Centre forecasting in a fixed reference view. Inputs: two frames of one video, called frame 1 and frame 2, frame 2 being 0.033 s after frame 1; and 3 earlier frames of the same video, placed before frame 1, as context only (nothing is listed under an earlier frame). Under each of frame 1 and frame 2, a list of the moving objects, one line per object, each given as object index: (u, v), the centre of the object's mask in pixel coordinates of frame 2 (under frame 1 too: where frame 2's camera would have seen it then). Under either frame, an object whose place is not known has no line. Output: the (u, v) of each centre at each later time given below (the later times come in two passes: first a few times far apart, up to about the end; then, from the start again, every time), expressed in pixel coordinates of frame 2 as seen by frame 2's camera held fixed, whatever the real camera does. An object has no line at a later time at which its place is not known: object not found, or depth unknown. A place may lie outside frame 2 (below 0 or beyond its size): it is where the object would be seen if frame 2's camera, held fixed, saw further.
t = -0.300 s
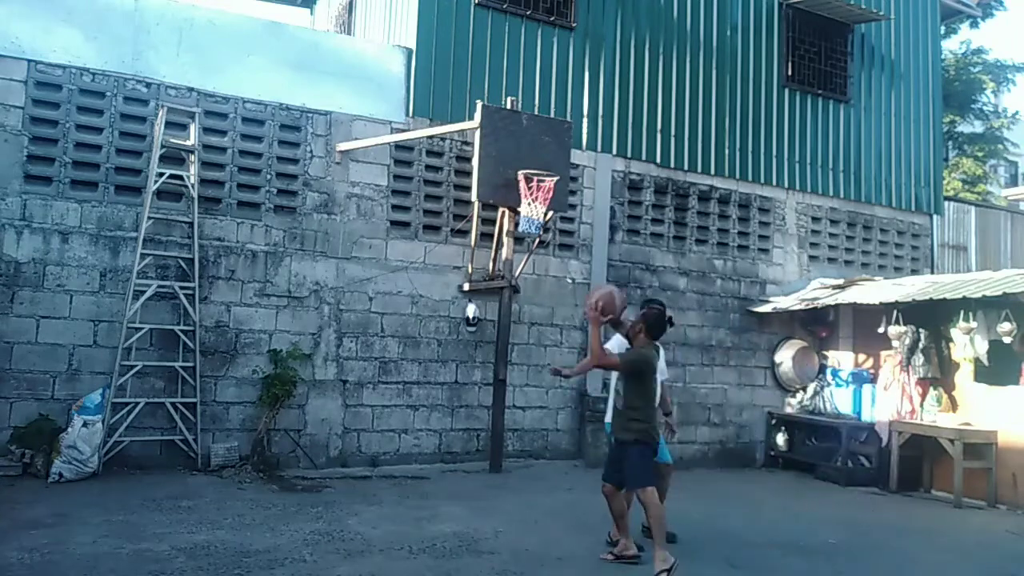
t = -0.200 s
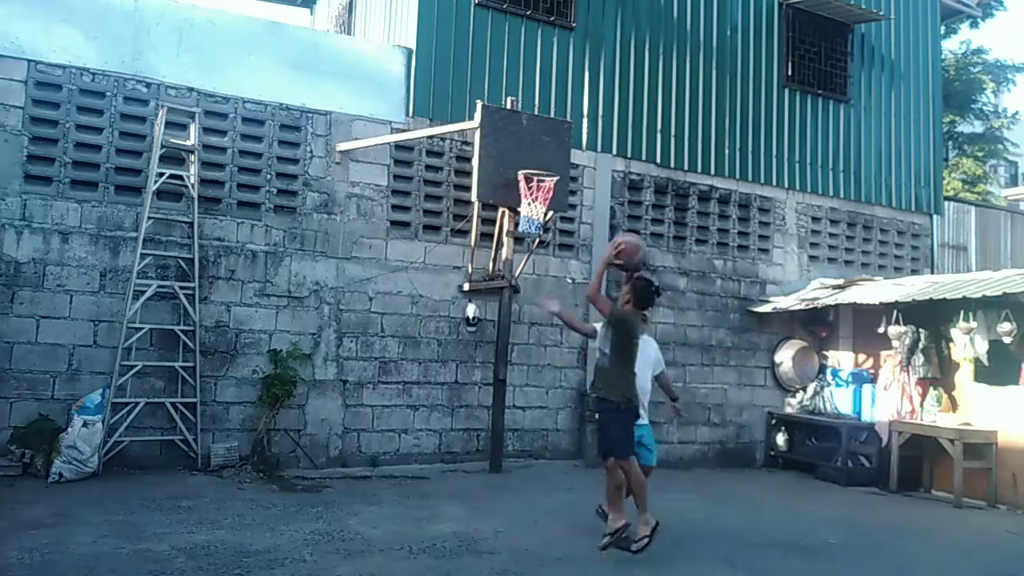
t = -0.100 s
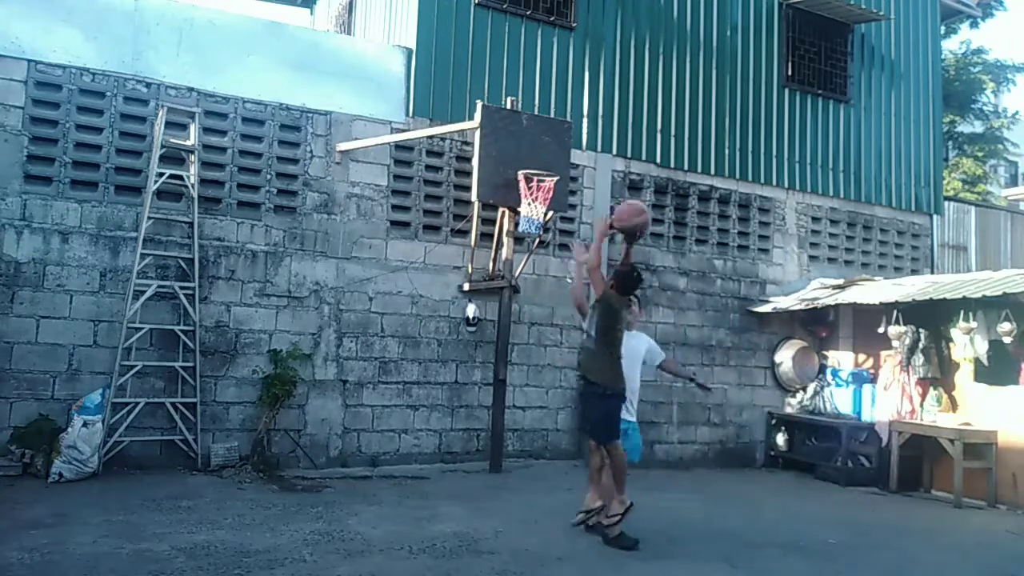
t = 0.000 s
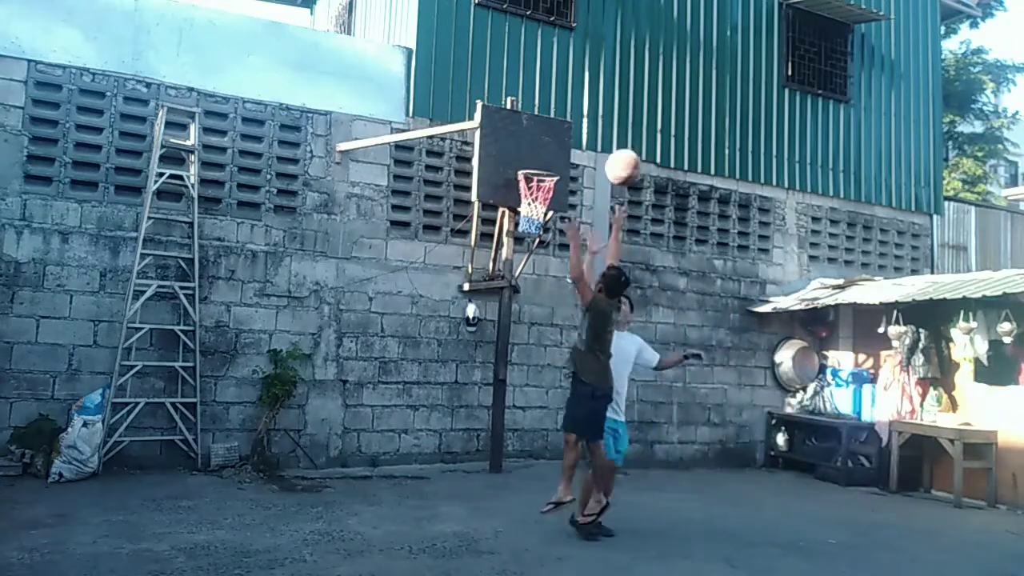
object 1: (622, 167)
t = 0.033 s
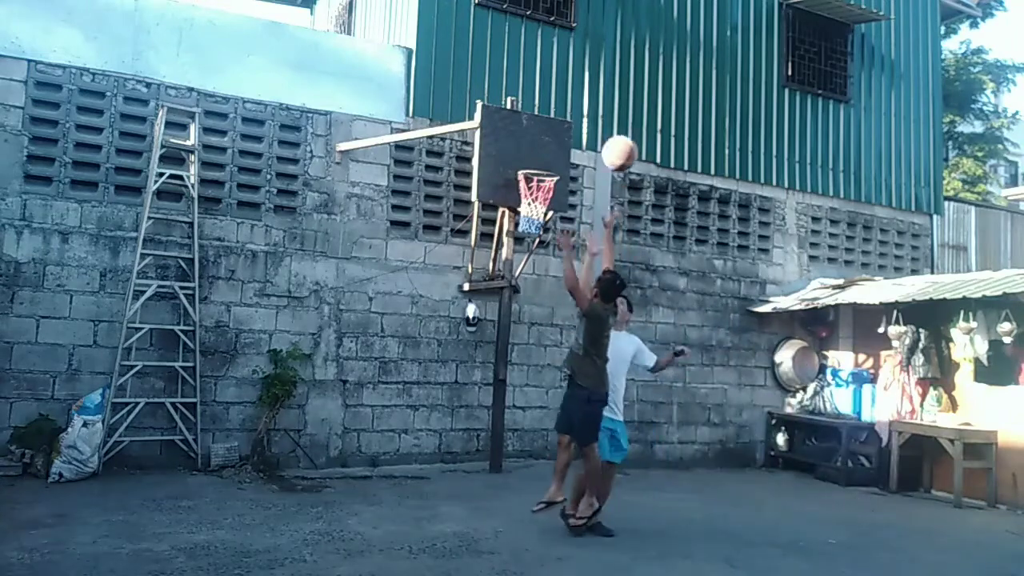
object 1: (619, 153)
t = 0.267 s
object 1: (595, 109)
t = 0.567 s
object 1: (567, 152)
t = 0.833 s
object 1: (587, 175)
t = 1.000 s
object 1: (604, 211)
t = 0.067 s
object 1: (616, 141)
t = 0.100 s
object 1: (611, 131)
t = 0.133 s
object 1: (608, 123)
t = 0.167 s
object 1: (605, 117)
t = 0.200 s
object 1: (601, 113)
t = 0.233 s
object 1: (598, 110)
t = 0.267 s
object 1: (595, 109)
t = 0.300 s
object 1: (592, 109)
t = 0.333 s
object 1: (588, 110)
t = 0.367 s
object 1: (585, 113)
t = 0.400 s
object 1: (582, 117)
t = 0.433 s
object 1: (579, 121)
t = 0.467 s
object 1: (576, 128)
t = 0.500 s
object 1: (573, 135)
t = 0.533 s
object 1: (570, 143)
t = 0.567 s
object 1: (567, 152)
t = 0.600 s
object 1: (564, 162)
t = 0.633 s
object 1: (564, 166)
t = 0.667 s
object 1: (569, 165)
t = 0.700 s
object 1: (572, 165)
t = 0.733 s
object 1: (576, 166)
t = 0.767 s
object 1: (579, 168)
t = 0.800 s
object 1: (583, 171)
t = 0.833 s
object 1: (587, 175)
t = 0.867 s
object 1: (590, 180)
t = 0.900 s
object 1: (594, 186)
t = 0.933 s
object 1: (597, 193)
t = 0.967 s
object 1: (601, 201)
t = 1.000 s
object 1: (604, 211)
